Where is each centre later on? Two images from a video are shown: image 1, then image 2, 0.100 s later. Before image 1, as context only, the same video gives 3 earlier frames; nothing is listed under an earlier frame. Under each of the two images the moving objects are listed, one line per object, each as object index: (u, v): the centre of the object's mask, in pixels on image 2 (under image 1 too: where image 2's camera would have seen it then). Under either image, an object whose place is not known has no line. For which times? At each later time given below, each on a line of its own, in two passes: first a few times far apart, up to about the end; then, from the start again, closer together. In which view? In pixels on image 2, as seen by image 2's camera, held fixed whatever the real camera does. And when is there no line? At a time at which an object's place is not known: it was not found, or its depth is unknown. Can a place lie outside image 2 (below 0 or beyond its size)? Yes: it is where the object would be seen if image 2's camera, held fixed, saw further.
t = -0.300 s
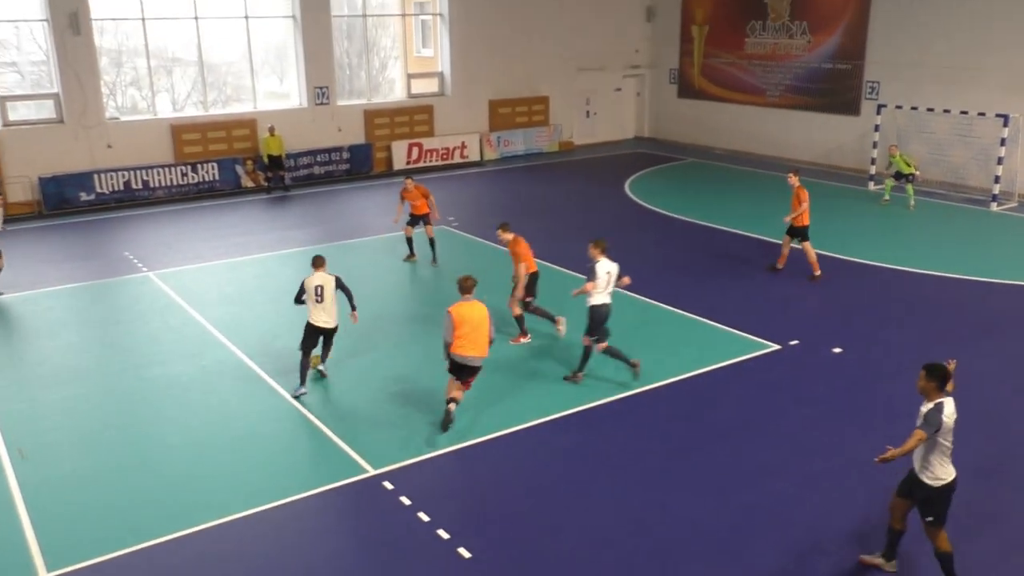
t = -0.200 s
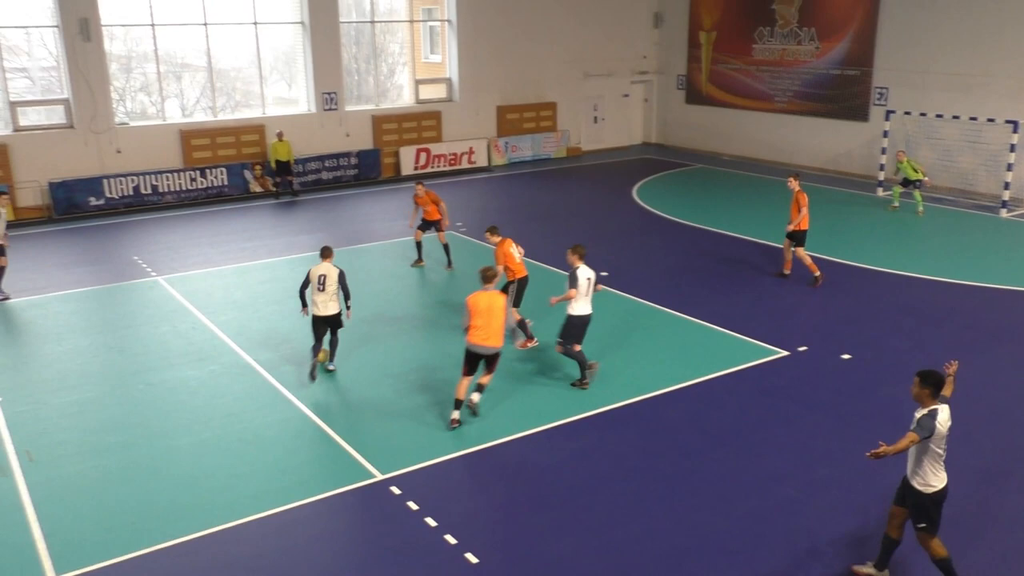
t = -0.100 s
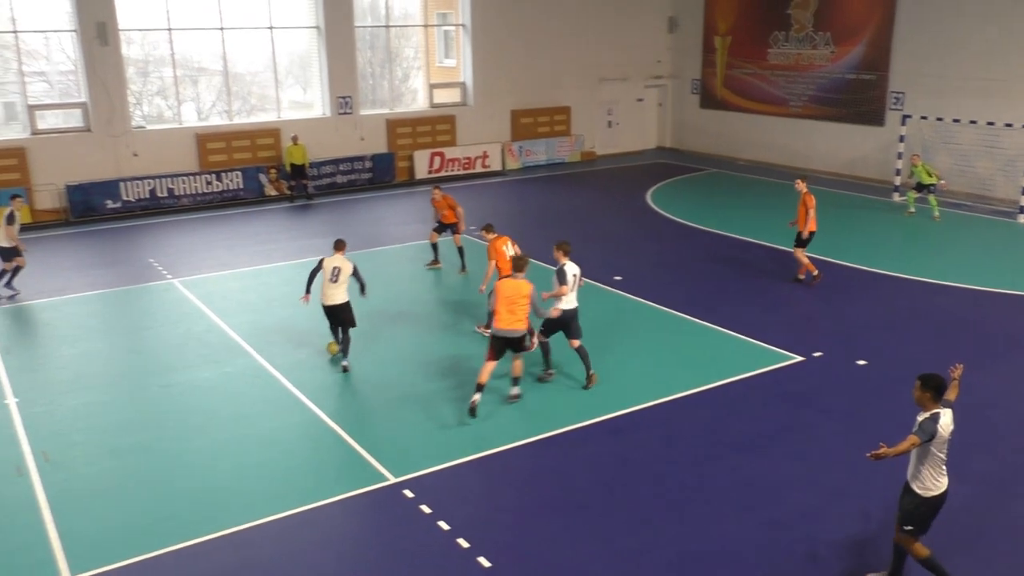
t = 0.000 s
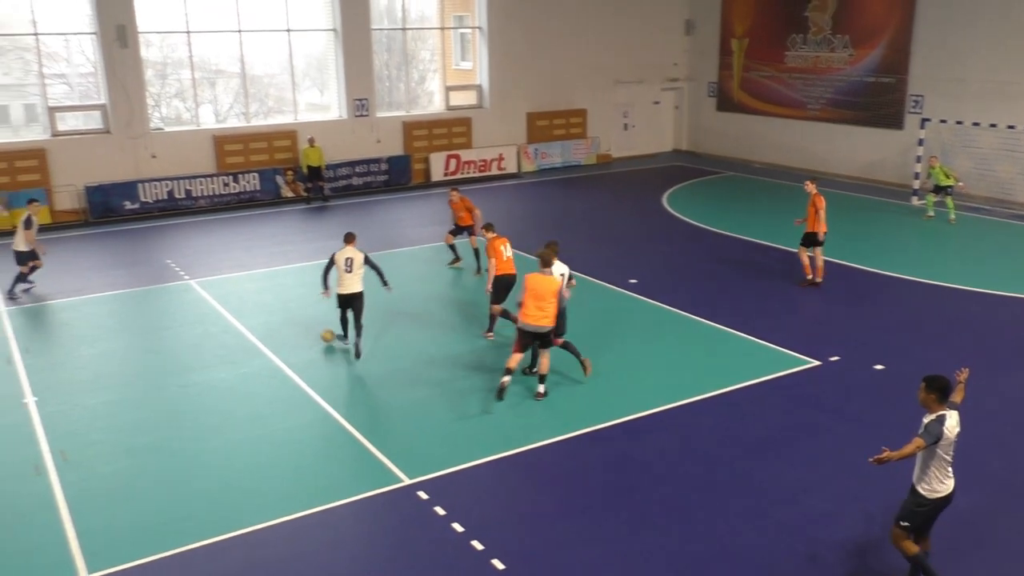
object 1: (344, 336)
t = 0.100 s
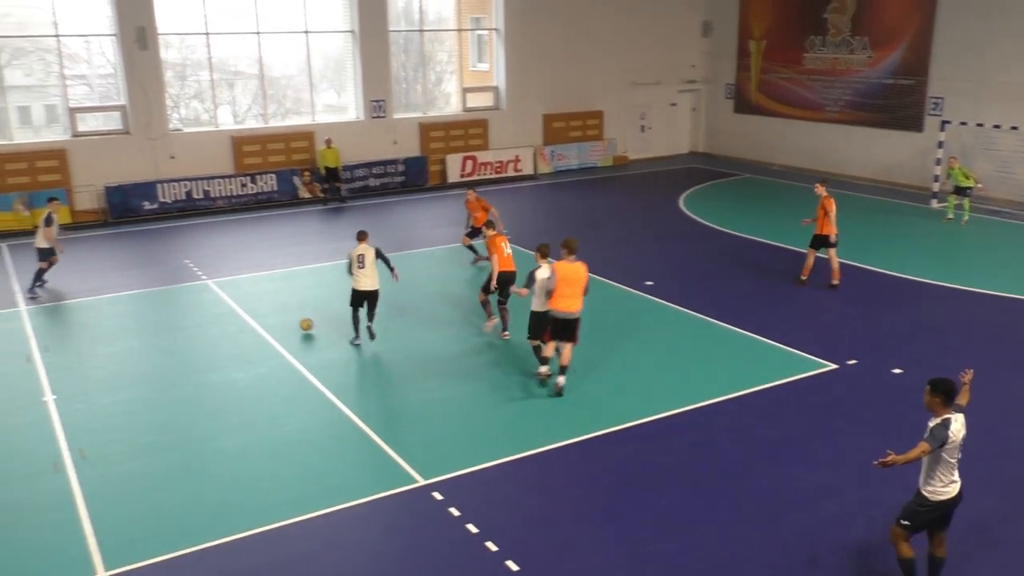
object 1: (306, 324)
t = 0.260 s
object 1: (256, 309)
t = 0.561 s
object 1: (199, 286)
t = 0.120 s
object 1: (299, 322)
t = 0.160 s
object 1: (286, 318)
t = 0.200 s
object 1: (273, 313)
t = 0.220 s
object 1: (267, 312)
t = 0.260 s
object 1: (256, 309)
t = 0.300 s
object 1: (247, 305)
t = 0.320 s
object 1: (242, 303)
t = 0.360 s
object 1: (233, 301)
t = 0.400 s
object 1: (226, 297)
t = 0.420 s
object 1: (222, 296)
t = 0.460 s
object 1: (215, 292)
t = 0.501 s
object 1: (208, 290)
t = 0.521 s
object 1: (205, 289)
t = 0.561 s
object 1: (199, 286)
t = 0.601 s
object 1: (192, 284)
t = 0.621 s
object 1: (189, 282)
